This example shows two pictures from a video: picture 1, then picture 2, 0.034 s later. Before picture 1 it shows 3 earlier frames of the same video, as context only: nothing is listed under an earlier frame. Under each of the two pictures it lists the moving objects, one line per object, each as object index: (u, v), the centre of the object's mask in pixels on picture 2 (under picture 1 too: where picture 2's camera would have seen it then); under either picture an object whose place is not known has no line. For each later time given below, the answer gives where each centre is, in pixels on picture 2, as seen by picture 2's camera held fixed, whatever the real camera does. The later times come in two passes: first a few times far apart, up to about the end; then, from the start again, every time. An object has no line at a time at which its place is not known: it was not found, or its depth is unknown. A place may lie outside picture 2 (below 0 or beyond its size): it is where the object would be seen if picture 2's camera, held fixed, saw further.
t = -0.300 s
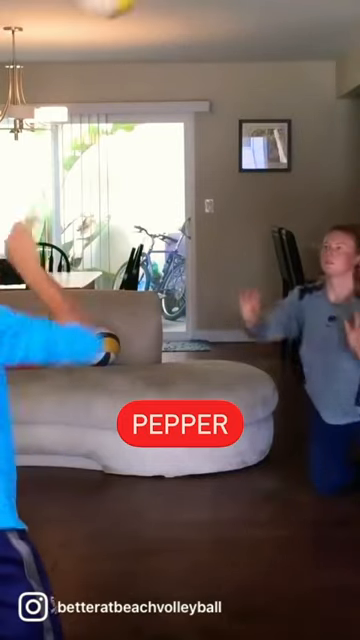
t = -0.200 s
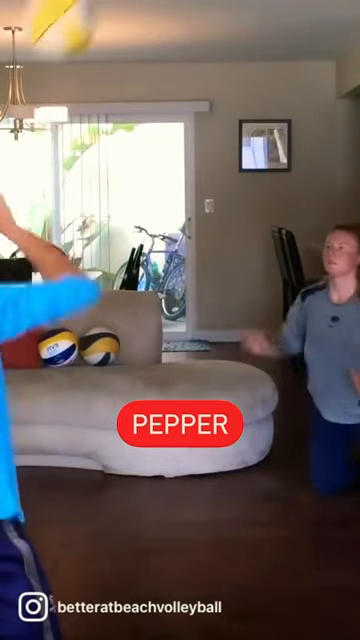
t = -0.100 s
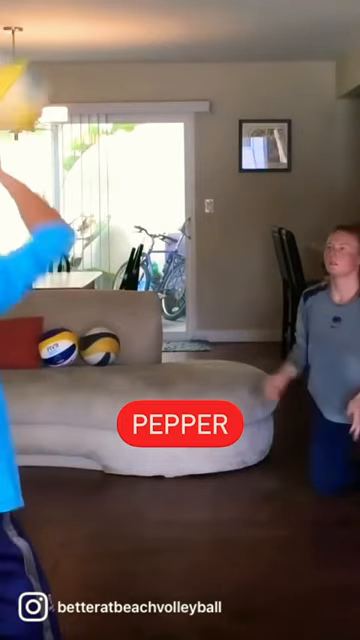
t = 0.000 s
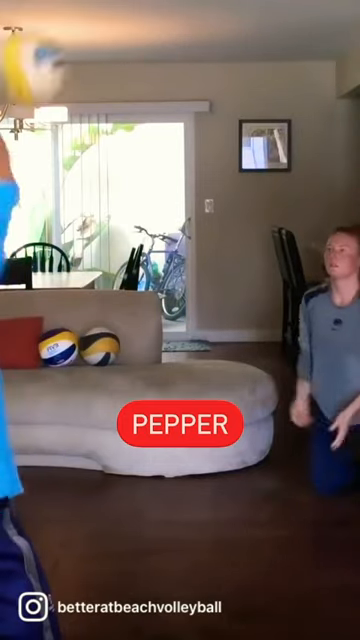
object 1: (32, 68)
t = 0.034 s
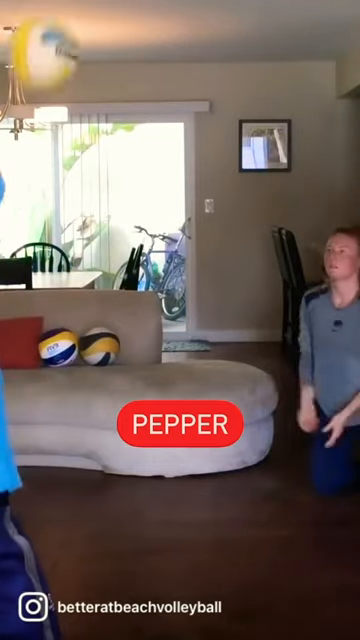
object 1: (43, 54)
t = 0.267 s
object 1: (121, 61)
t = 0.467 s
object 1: (174, 174)
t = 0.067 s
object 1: (53, 45)
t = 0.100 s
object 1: (65, 39)
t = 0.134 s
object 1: (77, 36)
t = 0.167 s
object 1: (90, 38)
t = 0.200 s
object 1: (101, 44)
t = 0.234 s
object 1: (111, 51)
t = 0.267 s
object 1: (121, 61)
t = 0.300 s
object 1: (128, 73)
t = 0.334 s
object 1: (138, 87)
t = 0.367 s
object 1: (146, 103)
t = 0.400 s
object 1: (157, 124)
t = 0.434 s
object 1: (166, 149)
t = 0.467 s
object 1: (174, 174)
